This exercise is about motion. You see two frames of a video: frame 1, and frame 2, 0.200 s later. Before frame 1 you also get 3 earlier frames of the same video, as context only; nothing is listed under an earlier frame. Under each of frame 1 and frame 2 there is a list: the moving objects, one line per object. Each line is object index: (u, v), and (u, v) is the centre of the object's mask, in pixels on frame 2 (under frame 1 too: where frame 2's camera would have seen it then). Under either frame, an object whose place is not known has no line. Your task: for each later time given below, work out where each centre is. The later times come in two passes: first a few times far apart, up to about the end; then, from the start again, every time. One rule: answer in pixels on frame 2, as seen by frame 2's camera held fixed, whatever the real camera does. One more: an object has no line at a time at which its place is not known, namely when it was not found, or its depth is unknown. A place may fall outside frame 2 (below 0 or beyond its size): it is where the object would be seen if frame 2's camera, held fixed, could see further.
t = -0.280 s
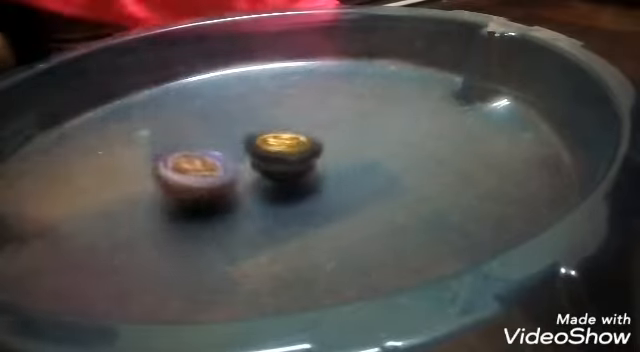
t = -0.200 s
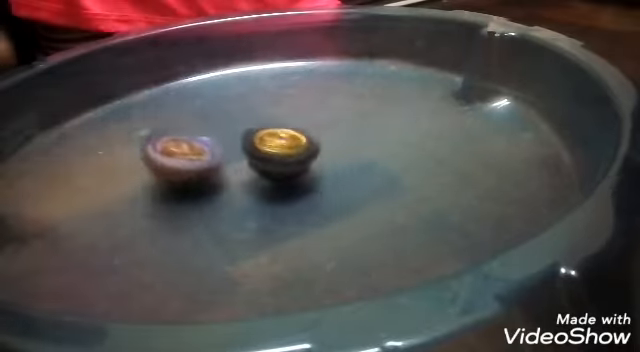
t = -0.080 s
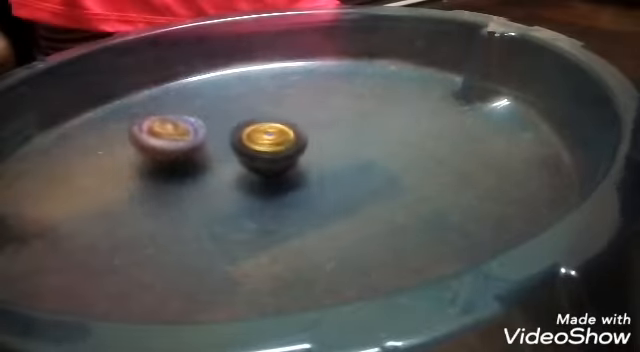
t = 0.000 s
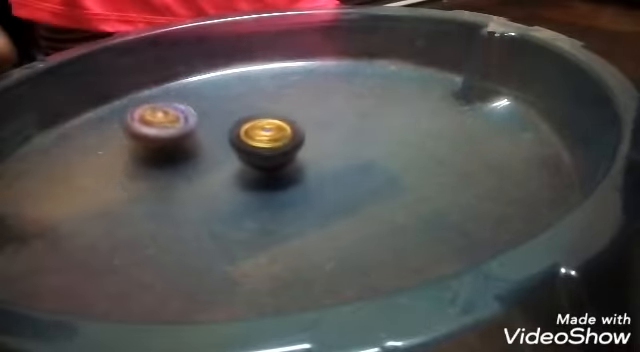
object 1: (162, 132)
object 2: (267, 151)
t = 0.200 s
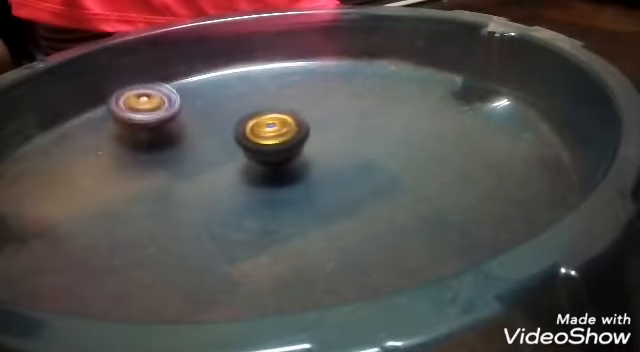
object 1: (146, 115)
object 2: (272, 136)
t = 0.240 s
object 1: (147, 116)
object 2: (273, 136)
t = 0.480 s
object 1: (215, 137)
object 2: (285, 146)
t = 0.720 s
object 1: (244, 112)
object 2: (324, 186)
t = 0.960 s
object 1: (254, 114)
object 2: (305, 193)
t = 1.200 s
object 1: (302, 143)
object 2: (262, 195)
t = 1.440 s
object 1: (383, 156)
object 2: (259, 169)
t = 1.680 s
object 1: (437, 152)
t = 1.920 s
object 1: (404, 163)
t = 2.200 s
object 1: (335, 196)
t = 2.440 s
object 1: (250, 219)
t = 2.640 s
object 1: (186, 224)
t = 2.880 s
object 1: (163, 212)
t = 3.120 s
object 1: (201, 181)
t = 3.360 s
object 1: (175, 154)
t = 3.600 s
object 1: (185, 137)
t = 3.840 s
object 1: (239, 132)
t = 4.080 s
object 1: (311, 103)
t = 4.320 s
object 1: (335, 103)
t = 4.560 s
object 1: (337, 137)
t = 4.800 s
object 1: (388, 166)
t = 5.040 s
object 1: (393, 178)
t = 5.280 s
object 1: (373, 176)
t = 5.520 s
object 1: (366, 170)
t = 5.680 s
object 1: (359, 164)
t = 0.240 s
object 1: (147, 116)
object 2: (273, 136)
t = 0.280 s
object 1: (152, 118)
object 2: (275, 136)
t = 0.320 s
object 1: (161, 123)
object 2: (277, 137)
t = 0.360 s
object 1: (172, 127)
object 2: (279, 138)
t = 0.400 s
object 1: (185, 131)
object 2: (281, 141)
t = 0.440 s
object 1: (199, 135)
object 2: (283, 143)
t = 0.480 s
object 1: (215, 137)
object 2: (285, 146)
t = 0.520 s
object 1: (228, 138)
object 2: (292, 157)
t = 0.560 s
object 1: (236, 132)
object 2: (305, 166)
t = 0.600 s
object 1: (238, 126)
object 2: (315, 173)
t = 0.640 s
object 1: (241, 120)
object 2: (320, 178)
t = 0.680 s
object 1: (243, 115)
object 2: (323, 182)
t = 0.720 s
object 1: (244, 112)
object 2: (324, 186)
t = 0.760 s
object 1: (245, 110)
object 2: (324, 190)
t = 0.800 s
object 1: (246, 108)
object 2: (323, 191)
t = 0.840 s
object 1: (248, 108)
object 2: (321, 192)
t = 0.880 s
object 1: (249, 108)
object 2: (317, 193)
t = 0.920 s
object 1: (253, 111)
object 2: (311, 191)
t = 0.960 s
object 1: (254, 114)
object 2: (305, 193)
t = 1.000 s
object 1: (259, 118)
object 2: (297, 193)
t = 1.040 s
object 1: (265, 124)
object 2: (288, 193)
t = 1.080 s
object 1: (270, 131)
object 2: (280, 194)
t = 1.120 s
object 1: (279, 135)
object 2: (275, 199)
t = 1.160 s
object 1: (291, 138)
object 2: (268, 198)
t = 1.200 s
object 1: (302, 143)
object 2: (262, 195)
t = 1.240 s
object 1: (314, 145)
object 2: (258, 191)
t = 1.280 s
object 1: (328, 152)
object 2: (255, 187)
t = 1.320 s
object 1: (343, 155)
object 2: (254, 182)
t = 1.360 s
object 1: (358, 154)
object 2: (255, 178)
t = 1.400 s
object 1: (370, 156)
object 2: (256, 174)
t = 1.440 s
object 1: (383, 156)
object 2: (259, 169)
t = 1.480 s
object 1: (395, 156)
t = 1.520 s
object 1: (406, 156)
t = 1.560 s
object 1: (418, 155)
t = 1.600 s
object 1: (427, 154)
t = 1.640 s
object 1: (433, 153)
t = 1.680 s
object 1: (437, 152)
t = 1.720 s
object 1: (439, 152)
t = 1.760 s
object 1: (436, 152)
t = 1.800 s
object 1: (434, 153)
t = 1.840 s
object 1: (426, 155)
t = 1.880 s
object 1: (415, 158)
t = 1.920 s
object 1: (404, 163)
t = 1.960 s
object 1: (398, 167)
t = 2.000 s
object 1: (392, 172)
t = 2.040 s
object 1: (381, 178)
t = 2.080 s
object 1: (372, 178)
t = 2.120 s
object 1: (361, 183)
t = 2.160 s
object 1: (349, 189)
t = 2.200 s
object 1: (335, 196)
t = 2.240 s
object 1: (321, 201)
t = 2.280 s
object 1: (307, 206)
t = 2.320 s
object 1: (293, 211)
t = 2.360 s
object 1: (279, 215)
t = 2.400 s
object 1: (263, 217)
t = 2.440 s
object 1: (250, 219)
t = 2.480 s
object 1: (236, 223)
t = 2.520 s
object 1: (222, 222)
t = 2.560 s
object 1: (210, 224)
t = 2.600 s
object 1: (199, 224)
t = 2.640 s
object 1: (186, 224)
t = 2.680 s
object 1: (177, 223)
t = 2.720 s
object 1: (170, 224)
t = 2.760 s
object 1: (165, 221)
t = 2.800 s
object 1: (161, 216)
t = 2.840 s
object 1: (161, 212)
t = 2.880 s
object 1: (163, 212)
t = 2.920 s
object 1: (167, 209)
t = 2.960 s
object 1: (170, 204)
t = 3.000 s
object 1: (176, 194)
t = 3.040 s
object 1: (184, 188)
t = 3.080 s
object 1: (192, 183)
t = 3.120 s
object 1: (201, 181)
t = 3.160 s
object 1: (198, 175)
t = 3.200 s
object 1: (188, 170)
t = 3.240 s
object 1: (183, 166)
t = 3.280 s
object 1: (179, 159)
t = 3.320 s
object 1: (176, 159)
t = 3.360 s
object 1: (175, 154)
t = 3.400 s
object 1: (173, 151)
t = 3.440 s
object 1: (173, 144)
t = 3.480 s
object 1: (174, 141)
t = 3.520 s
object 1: (176, 138)
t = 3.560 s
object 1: (180, 136)
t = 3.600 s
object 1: (185, 137)
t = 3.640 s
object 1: (191, 132)
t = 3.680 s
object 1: (200, 135)
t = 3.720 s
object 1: (209, 131)
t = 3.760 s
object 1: (219, 131)
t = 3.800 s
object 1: (228, 132)
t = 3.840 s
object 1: (239, 132)
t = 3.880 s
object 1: (252, 125)
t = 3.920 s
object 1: (271, 119)
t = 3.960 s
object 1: (281, 119)
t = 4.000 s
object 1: (291, 111)
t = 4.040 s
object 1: (302, 107)
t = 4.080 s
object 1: (311, 103)
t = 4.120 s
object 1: (315, 103)
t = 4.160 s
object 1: (316, 100)
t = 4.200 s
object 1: (319, 97)
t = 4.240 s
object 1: (324, 99)
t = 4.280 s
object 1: (327, 100)
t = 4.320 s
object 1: (335, 103)
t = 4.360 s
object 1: (337, 106)
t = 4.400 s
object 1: (338, 112)
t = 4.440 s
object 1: (340, 116)
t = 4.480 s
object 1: (339, 123)
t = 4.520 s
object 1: (338, 132)
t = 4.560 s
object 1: (337, 137)
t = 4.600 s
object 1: (338, 145)
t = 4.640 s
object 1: (341, 153)
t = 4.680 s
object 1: (353, 155)
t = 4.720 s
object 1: (373, 157)
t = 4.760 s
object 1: (380, 160)
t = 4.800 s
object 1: (388, 166)
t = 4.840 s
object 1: (395, 166)
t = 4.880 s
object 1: (394, 170)
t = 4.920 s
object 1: (393, 174)
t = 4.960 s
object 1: (394, 174)
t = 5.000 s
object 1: (394, 179)
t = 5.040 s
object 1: (393, 178)
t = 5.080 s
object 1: (388, 178)
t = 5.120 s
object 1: (383, 178)
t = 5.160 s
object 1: (375, 179)
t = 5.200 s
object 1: (369, 177)
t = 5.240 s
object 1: (368, 176)
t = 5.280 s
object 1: (373, 176)
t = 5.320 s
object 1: (376, 176)
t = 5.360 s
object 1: (379, 174)
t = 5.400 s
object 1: (373, 172)
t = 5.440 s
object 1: (371, 173)
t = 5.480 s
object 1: (369, 172)
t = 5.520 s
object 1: (366, 170)
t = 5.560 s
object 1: (363, 168)
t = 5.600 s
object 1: (359, 167)
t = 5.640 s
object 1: (357, 164)
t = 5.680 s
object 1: (359, 164)
